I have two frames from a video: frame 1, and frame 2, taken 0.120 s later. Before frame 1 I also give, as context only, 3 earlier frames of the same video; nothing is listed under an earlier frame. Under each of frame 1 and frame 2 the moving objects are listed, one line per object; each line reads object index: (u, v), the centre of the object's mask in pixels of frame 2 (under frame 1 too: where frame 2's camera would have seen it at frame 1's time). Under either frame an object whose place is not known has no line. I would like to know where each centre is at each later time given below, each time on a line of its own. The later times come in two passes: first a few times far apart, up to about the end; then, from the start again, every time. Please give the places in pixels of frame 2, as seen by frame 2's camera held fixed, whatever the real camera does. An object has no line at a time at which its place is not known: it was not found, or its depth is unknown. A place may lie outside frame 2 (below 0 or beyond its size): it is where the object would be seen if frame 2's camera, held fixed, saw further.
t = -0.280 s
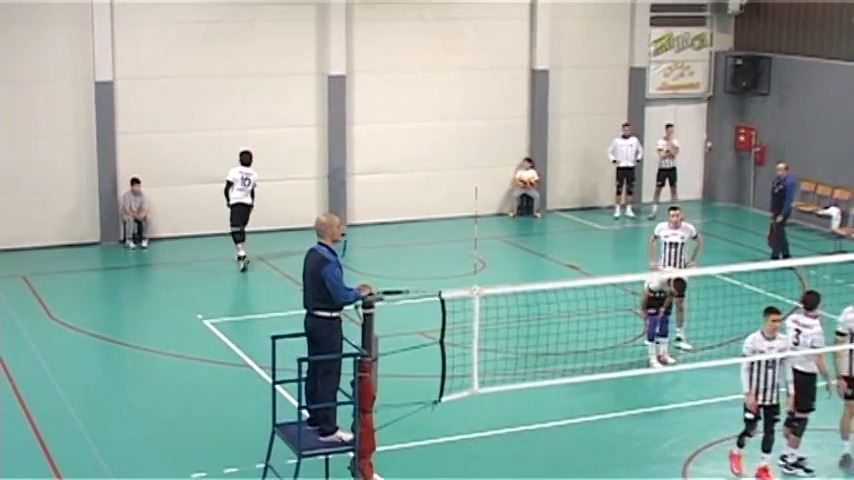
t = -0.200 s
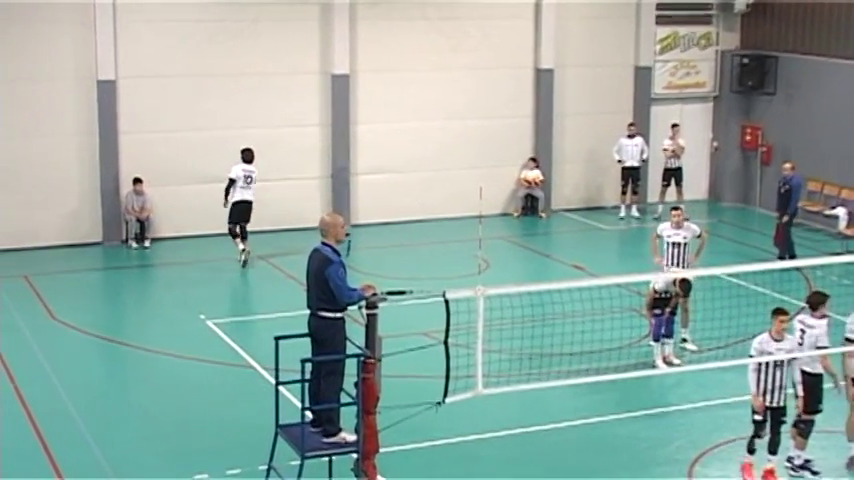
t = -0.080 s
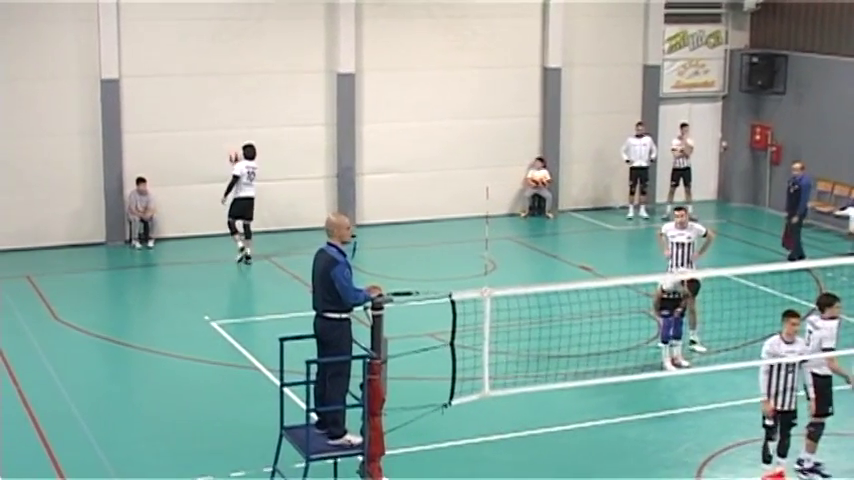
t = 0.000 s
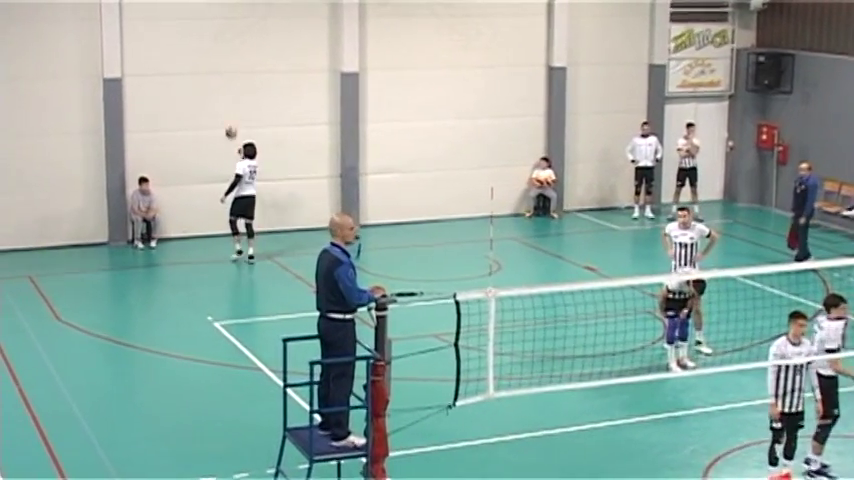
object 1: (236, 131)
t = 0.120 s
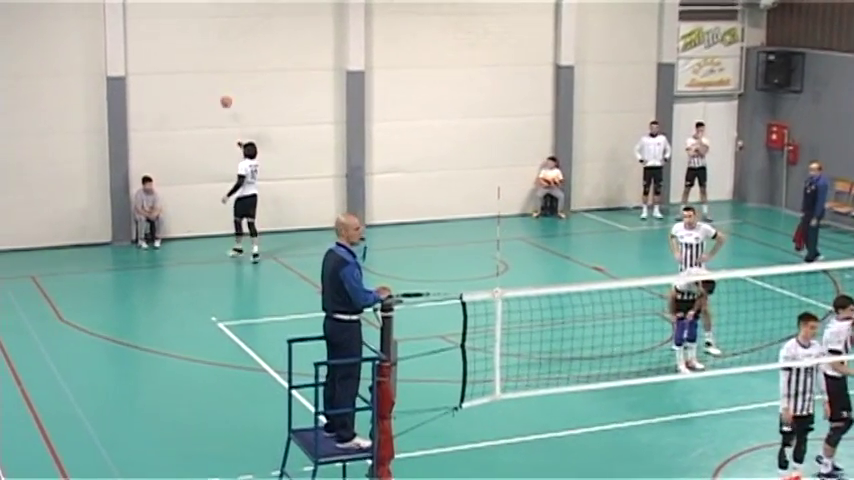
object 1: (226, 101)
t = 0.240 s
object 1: (214, 77)
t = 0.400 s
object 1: (208, 64)
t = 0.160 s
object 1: (222, 92)
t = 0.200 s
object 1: (219, 86)
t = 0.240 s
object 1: (214, 77)
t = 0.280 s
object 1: (211, 73)
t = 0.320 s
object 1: (210, 69)
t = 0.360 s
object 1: (207, 66)
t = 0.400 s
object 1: (208, 64)
